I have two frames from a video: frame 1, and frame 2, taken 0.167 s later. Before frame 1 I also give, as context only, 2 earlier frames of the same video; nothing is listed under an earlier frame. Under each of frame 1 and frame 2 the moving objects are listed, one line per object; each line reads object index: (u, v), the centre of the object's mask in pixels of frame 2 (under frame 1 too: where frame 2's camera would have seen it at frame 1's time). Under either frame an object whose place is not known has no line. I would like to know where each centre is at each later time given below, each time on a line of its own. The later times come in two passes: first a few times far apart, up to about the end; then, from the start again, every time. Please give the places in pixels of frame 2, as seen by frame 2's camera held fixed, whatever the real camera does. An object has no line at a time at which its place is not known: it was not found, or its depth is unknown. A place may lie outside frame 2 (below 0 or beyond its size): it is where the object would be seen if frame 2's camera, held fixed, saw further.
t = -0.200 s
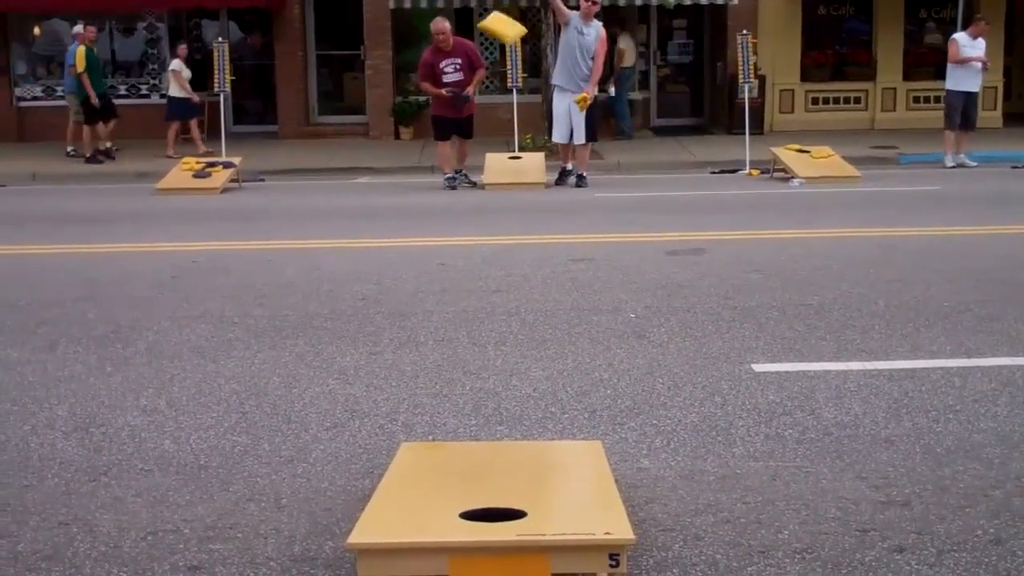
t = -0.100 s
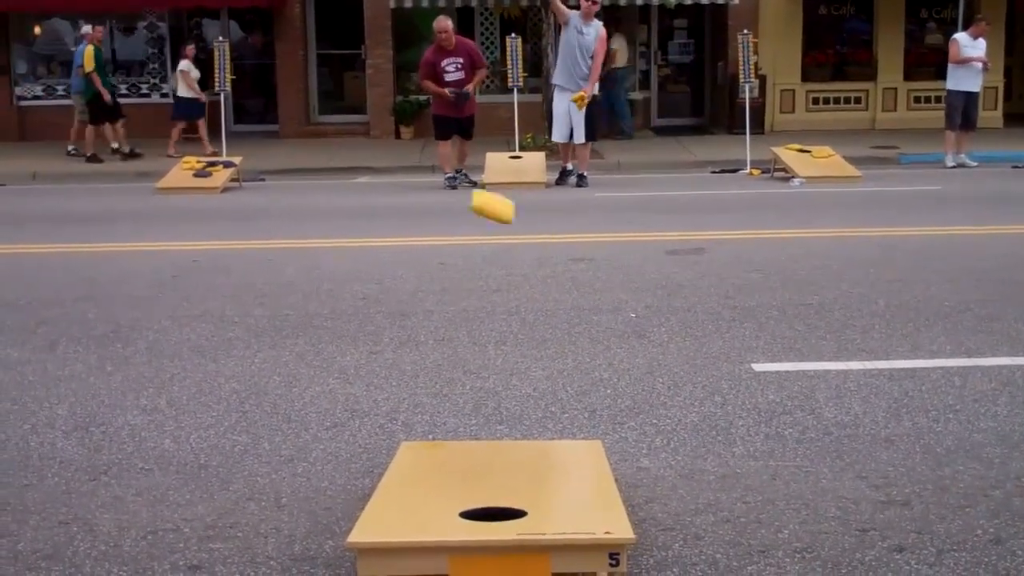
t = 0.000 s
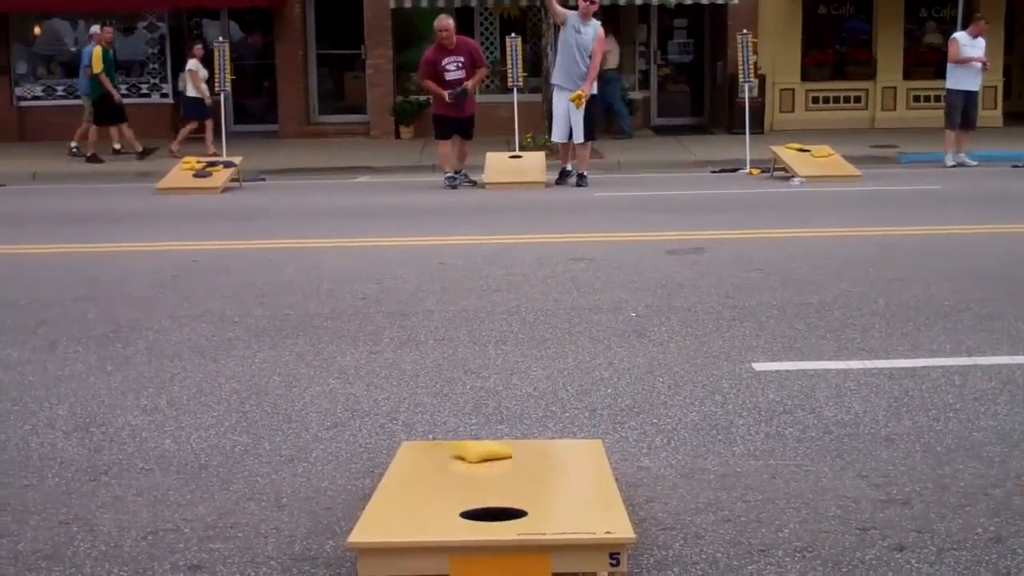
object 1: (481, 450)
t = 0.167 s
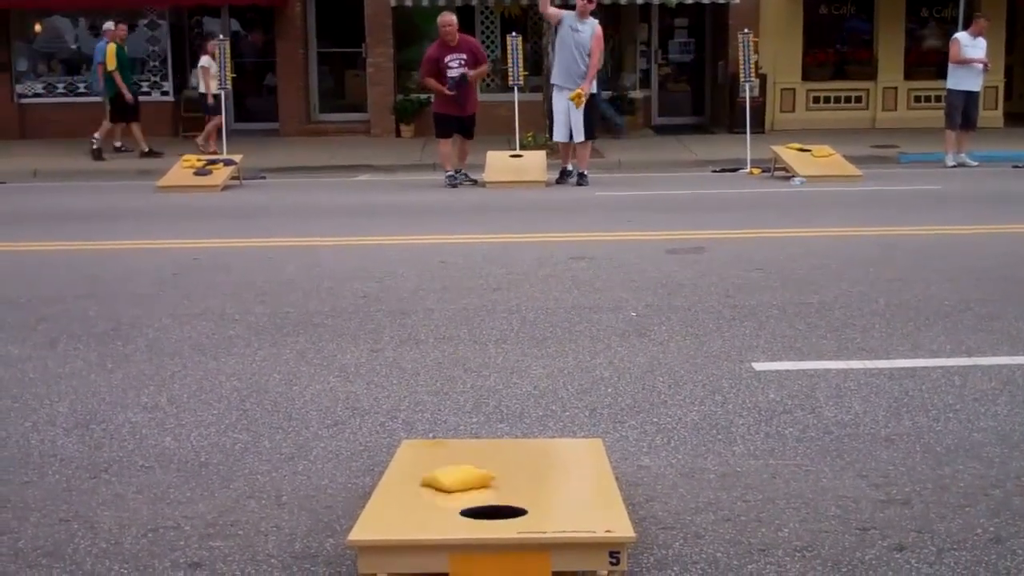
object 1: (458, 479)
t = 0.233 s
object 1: (448, 490)
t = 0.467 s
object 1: (423, 513)
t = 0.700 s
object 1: (419, 515)
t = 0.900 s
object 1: (420, 516)
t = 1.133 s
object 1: (420, 516)
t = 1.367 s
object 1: (419, 515)
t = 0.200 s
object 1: (453, 485)
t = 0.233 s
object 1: (448, 490)
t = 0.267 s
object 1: (443, 495)
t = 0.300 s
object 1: (438, 499)
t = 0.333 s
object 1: (434, 503)
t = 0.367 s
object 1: (430, 506)
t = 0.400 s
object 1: (428, 509)
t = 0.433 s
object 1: (425, 512)
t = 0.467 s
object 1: (423, 513)
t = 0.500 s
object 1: (421, 514)
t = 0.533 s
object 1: (420, 515)
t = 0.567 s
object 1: (419, 515)
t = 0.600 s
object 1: (419, 516)
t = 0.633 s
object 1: (419, 515)
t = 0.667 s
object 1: (419, 515)
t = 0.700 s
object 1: (419, 515)
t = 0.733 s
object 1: (419, 515)
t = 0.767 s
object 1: (419, 515)
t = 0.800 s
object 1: (419, 516)
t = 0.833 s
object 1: (419, 515)
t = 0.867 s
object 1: (419, 515)
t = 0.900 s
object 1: (420, 516)
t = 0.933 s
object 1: (419, 516)
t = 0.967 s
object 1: (419, 516)
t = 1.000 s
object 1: (419, 515)
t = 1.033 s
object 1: (420, 515)
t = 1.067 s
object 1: (420, 516)
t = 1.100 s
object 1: (420, 516)
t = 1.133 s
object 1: (420, 516)
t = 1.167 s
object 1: (420, 516)
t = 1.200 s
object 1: (419, 515)
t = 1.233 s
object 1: (420, 516)
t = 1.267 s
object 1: (419, 516)
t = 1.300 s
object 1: (419, 516)
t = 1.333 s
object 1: (420, 516)
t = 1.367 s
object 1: (419, 515)
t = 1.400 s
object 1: (419, 516)
